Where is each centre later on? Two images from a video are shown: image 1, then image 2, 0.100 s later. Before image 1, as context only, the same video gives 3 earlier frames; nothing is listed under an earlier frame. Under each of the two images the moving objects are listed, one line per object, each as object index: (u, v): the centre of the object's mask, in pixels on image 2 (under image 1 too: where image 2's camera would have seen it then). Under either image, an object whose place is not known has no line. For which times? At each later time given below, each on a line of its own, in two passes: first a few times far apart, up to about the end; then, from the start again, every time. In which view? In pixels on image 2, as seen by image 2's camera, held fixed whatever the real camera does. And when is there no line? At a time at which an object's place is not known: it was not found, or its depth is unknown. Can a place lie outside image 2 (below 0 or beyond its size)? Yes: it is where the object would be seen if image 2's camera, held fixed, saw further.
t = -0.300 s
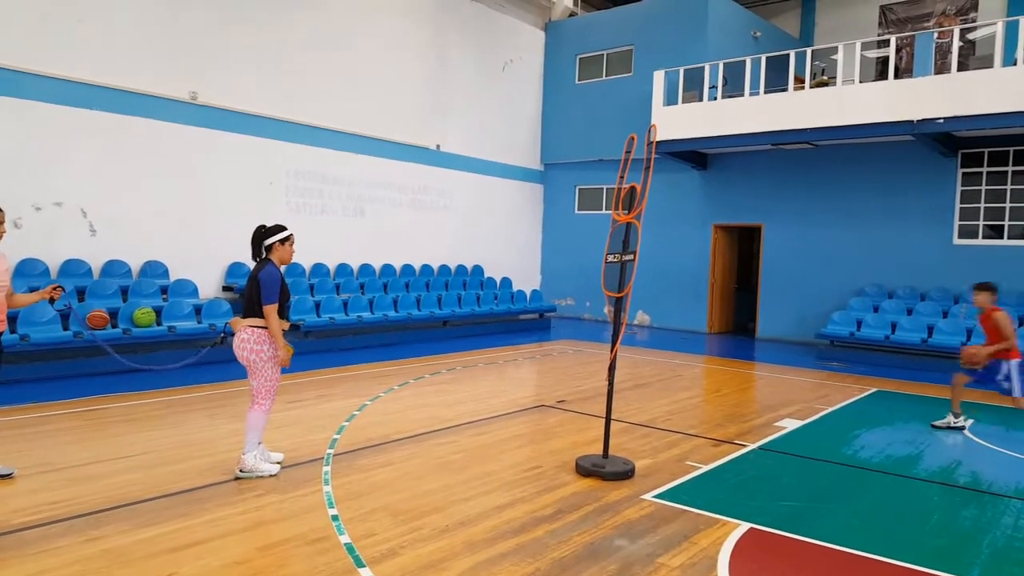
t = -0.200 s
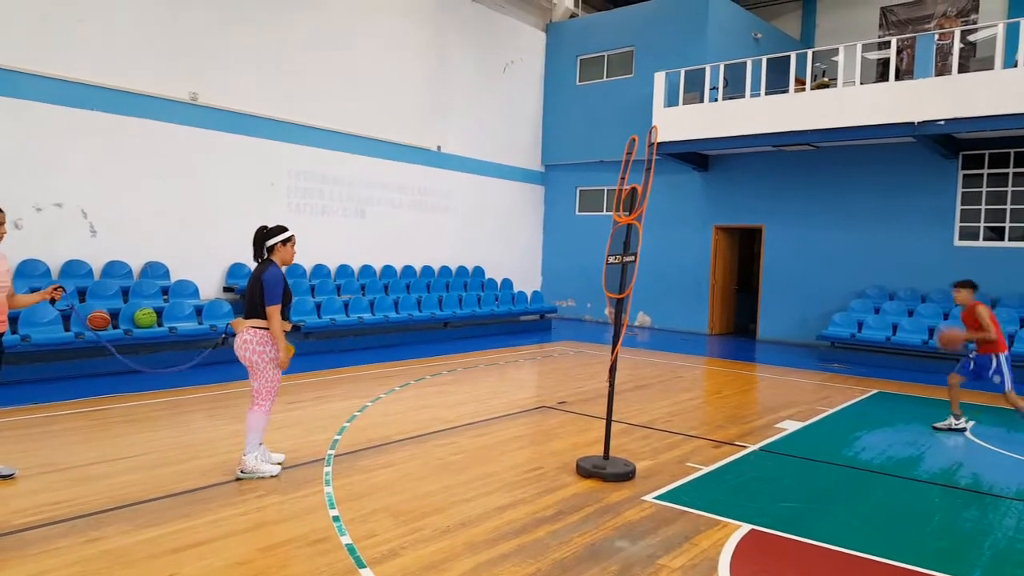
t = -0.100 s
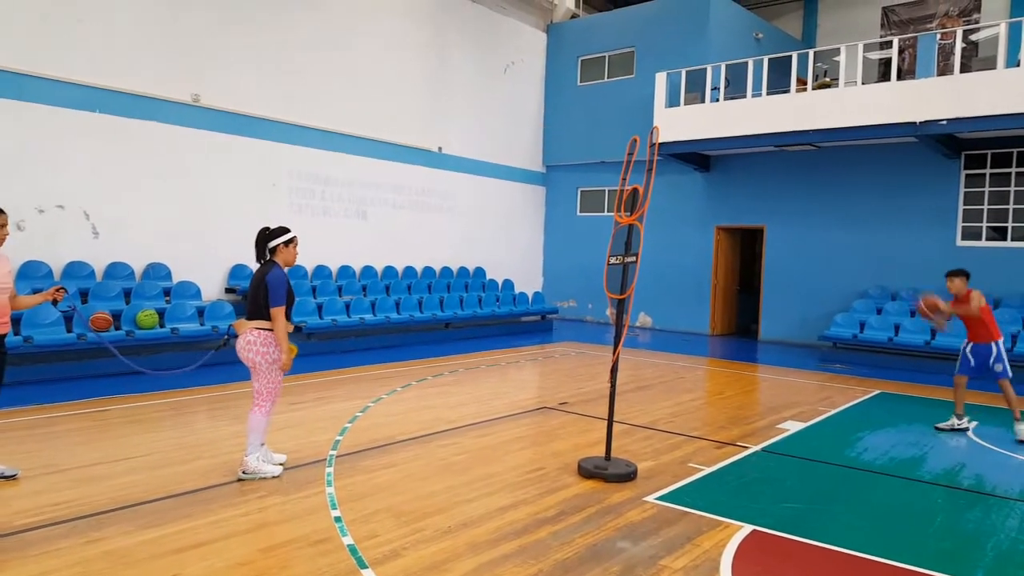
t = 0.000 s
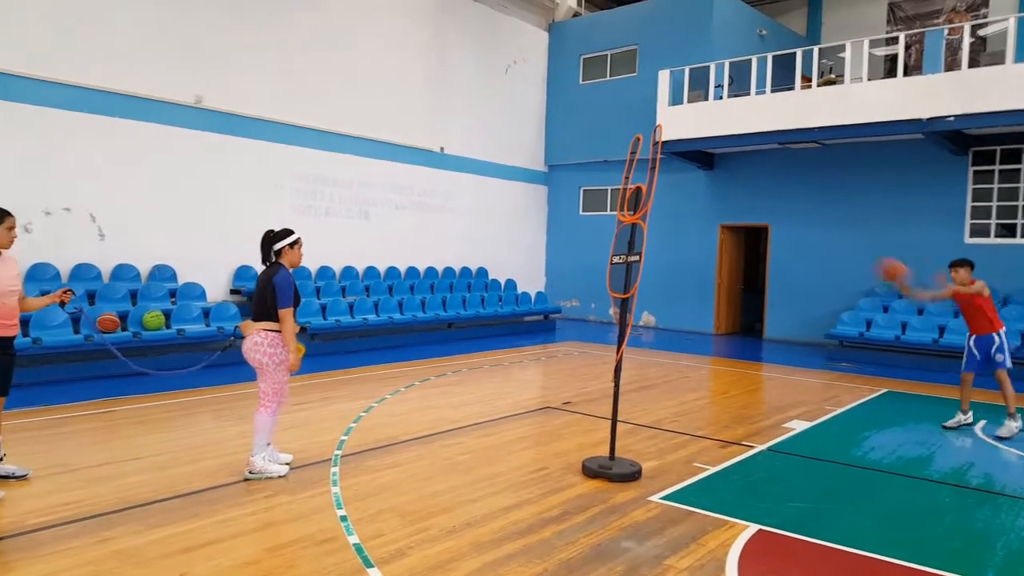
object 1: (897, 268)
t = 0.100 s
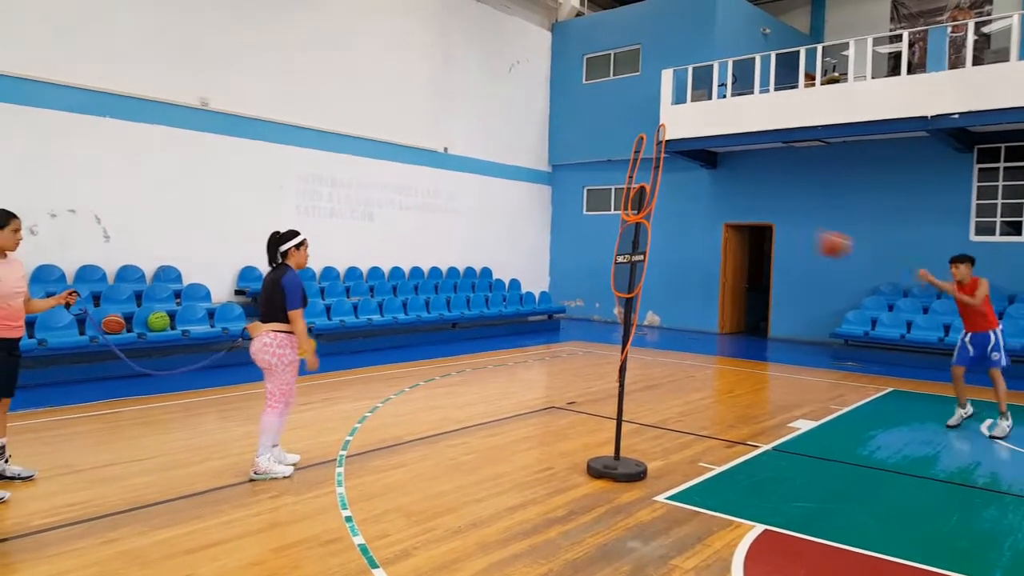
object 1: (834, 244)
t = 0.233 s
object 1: (743, 226)
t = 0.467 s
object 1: (571, 245)
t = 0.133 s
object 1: (811, 238)
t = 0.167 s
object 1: (789, 232)
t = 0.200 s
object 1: (765, 228)
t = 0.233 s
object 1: (743, 226)
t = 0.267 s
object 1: (719, 225)
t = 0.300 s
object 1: (695, 224)
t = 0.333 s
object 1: (672, 226)
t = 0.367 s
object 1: (654, 225)
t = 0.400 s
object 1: (616, 235)
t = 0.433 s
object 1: (595, 238)
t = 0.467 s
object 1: (571, 245)
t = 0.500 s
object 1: (545, 253)
